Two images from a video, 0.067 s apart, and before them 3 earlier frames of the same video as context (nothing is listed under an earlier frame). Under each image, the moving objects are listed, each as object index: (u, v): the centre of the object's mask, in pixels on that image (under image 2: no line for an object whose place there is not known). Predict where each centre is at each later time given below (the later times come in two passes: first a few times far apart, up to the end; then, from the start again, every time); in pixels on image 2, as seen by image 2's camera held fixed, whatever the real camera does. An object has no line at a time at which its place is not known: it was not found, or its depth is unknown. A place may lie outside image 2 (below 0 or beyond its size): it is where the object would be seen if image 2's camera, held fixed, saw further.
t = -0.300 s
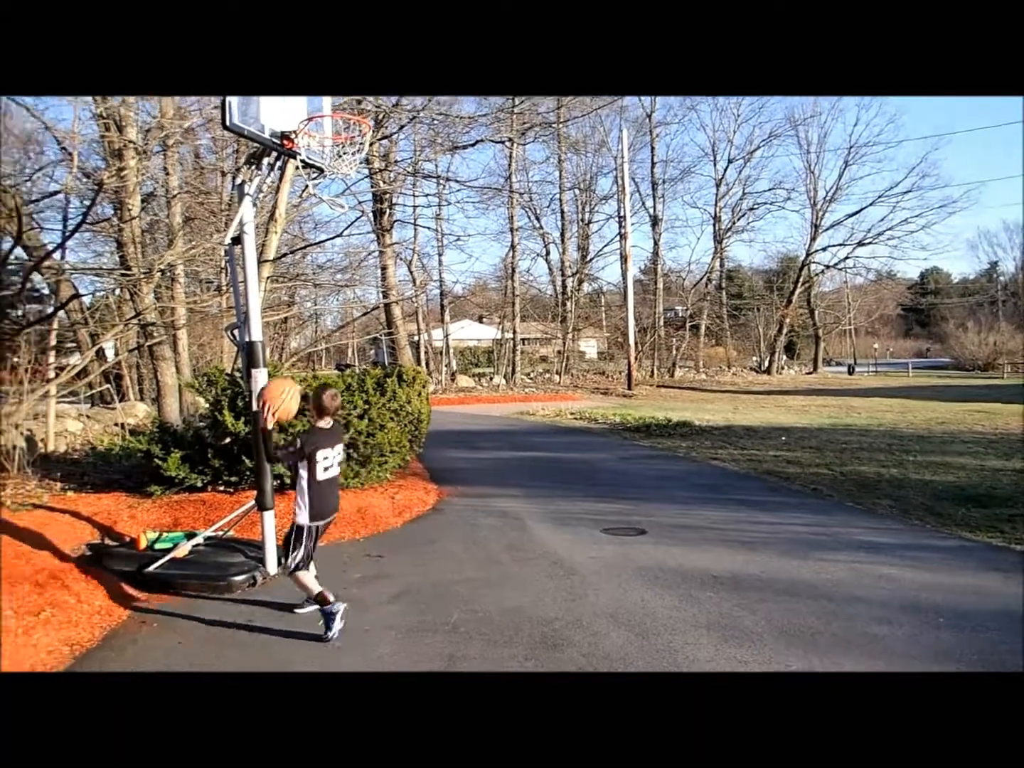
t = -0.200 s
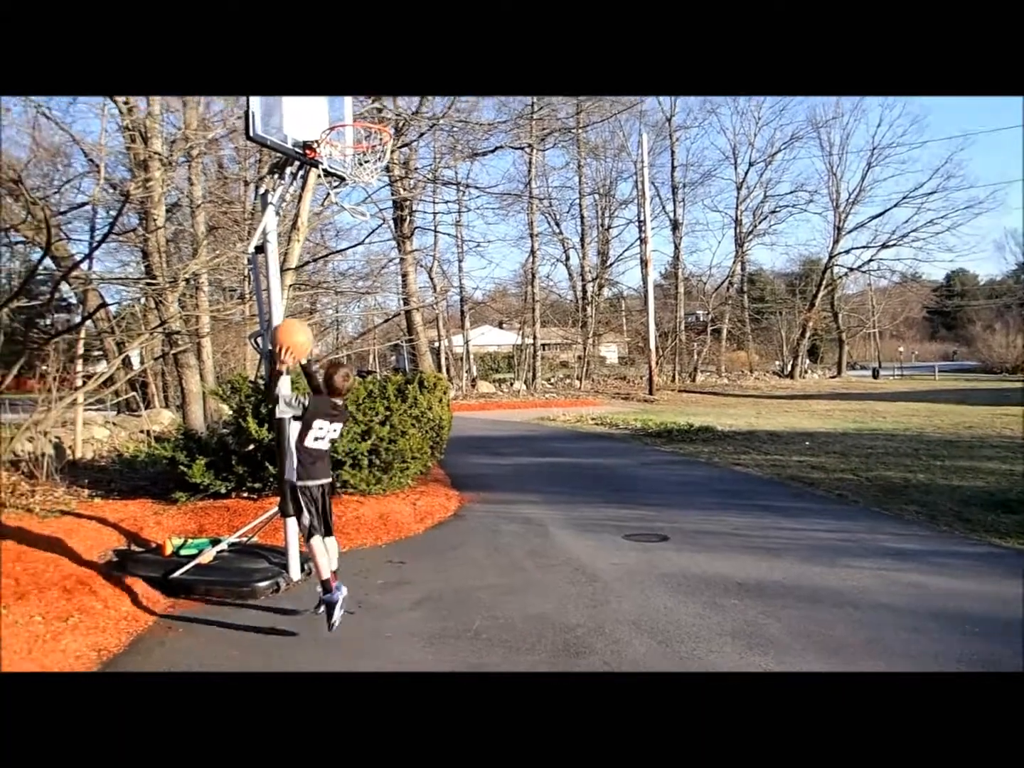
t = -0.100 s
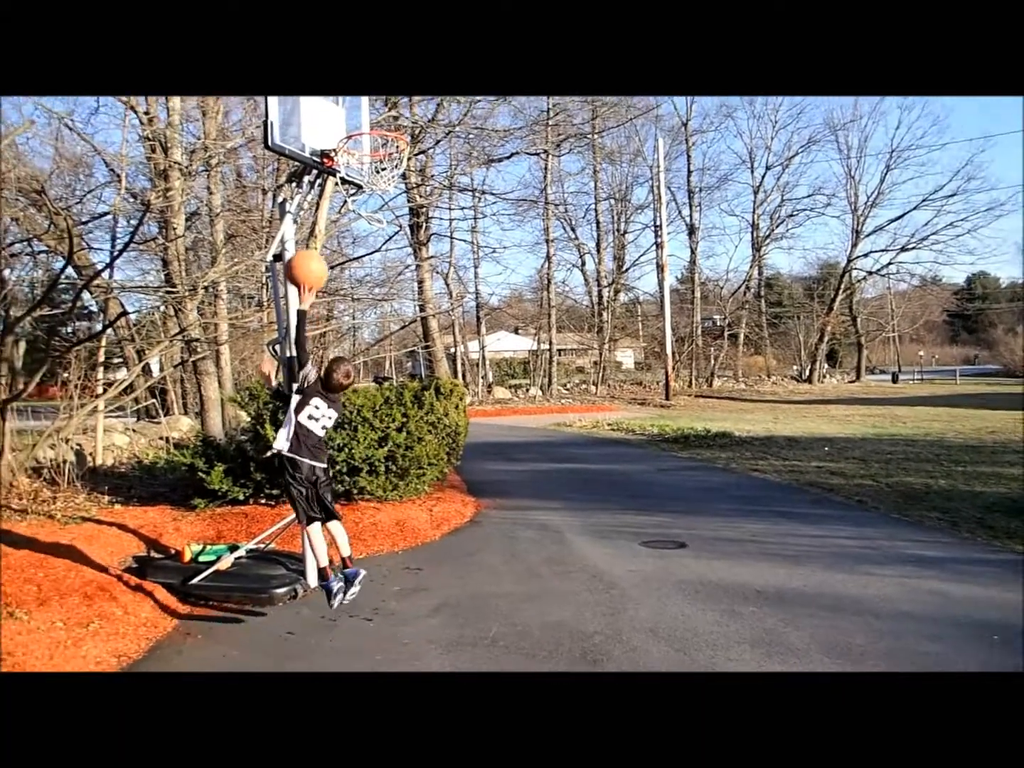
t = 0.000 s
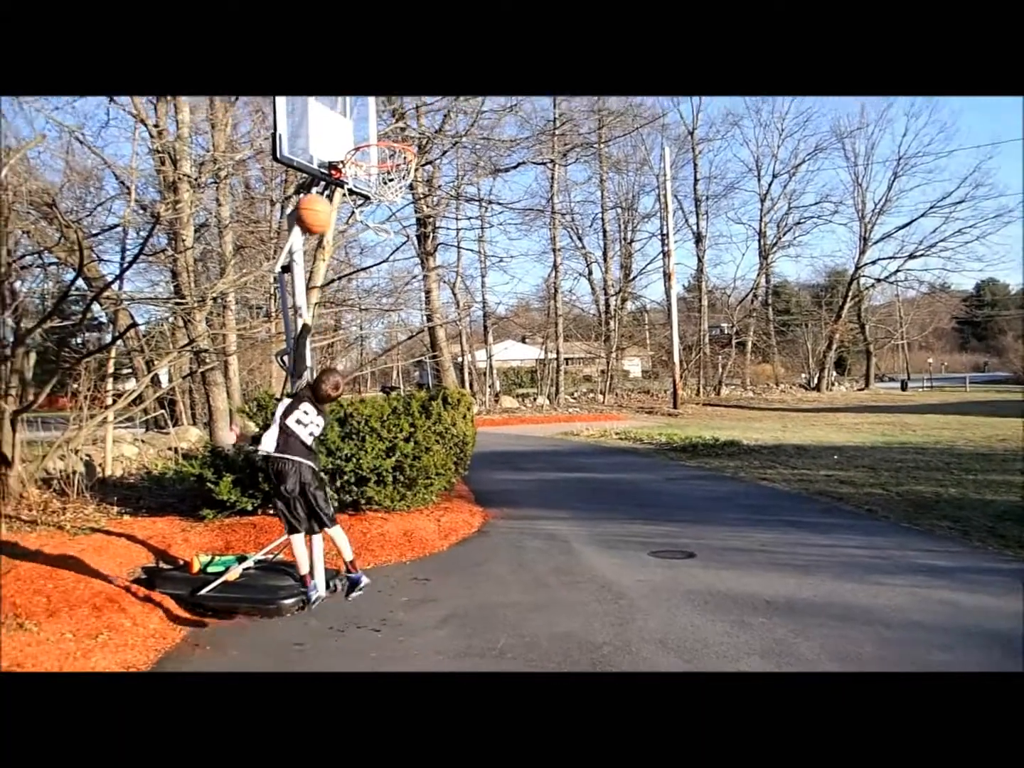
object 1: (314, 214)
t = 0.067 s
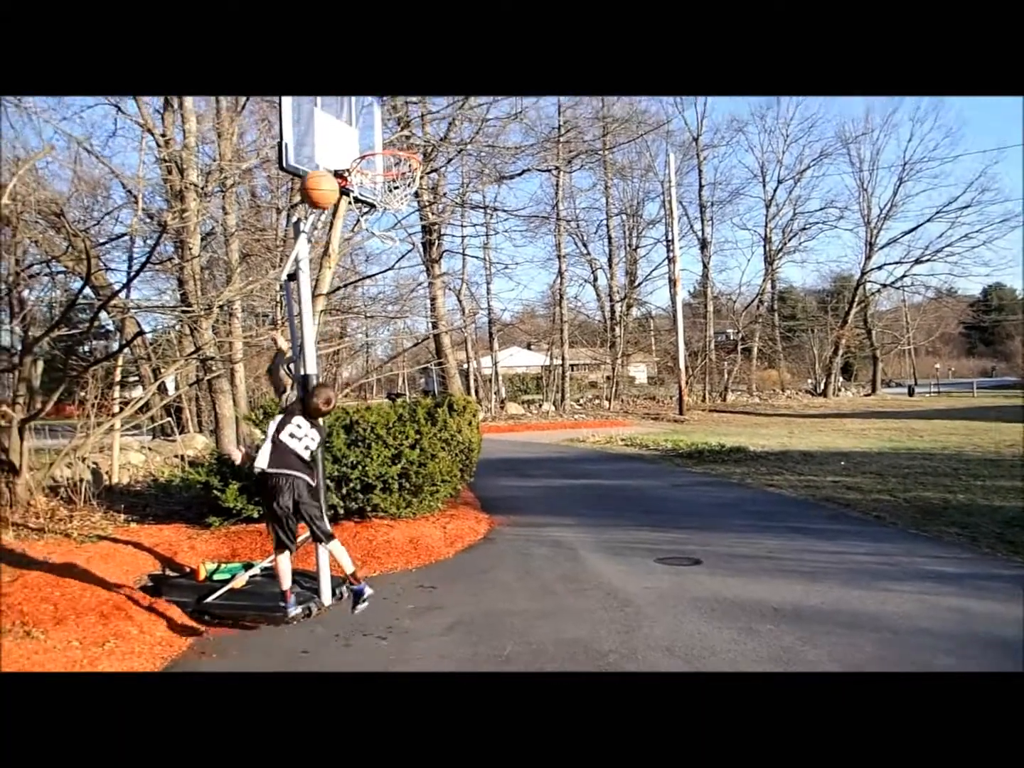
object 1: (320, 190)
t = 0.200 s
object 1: (337, 150)
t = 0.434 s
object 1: (353, 129)
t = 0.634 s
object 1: (377, 154)
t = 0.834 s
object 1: (413, 188)
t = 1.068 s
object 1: (395, 209)
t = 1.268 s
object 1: (378, 255)
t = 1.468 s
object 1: (376, 337)
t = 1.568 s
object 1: (376, 399)
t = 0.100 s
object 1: (320, 177)
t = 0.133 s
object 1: (322, 167)
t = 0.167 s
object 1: (330, 157)
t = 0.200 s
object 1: (337, 150)
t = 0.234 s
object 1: (340, 141)
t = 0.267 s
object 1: (342, 135)
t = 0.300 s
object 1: (344, 131)
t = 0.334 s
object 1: (346, 128)
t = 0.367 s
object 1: (348, 126)
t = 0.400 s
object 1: (350, 127)
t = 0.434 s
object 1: (353, 129)
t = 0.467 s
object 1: (356, 132)
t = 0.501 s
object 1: (358, 137)
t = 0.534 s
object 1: (360, 144)
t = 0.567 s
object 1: (363, 152)
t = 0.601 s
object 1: (370, 153)
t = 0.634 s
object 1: (377, 154)
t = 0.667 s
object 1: (383, 157)
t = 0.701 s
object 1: (390, 162)
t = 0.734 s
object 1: (398, 167)
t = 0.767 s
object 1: (404, 174)
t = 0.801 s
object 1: (410, 181)
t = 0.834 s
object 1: (413, 188)
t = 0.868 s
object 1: (414, 190)
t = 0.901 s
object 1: (412, 191)
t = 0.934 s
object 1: (409, 194)
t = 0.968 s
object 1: (405, 195)
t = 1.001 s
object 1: (401, 198)
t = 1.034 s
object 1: (398, 203)
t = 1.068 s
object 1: (395, 209)
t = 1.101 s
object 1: (391, 216)
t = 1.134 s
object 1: (387, 226)
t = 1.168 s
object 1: (384, 233)
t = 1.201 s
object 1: (381, 240)
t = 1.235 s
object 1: (379, 247)
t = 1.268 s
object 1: (378, 255)
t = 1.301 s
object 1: (377, 265)
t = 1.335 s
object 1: (376, 275)
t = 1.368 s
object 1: (376, 289)
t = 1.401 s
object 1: (376, 303)
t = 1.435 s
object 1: (376, 319)
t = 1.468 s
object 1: (376, 337)
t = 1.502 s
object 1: (375, 356)
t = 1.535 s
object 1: (376, 377)
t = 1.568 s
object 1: (376, 399)
